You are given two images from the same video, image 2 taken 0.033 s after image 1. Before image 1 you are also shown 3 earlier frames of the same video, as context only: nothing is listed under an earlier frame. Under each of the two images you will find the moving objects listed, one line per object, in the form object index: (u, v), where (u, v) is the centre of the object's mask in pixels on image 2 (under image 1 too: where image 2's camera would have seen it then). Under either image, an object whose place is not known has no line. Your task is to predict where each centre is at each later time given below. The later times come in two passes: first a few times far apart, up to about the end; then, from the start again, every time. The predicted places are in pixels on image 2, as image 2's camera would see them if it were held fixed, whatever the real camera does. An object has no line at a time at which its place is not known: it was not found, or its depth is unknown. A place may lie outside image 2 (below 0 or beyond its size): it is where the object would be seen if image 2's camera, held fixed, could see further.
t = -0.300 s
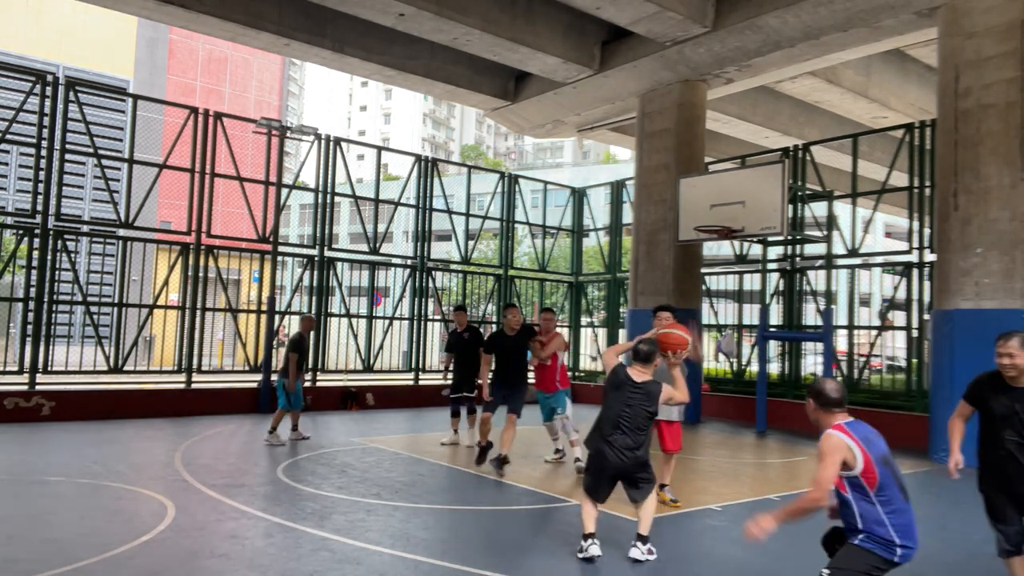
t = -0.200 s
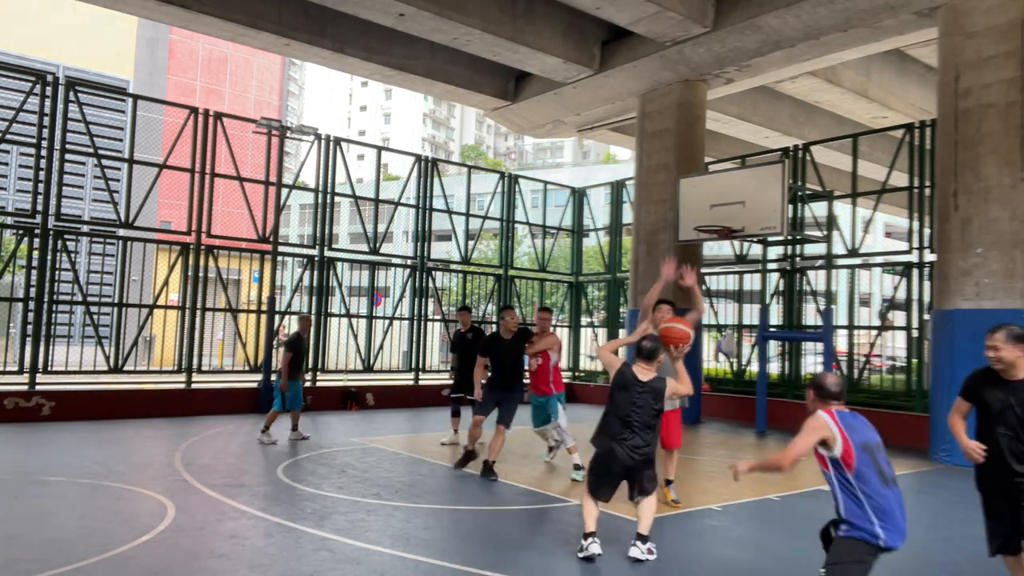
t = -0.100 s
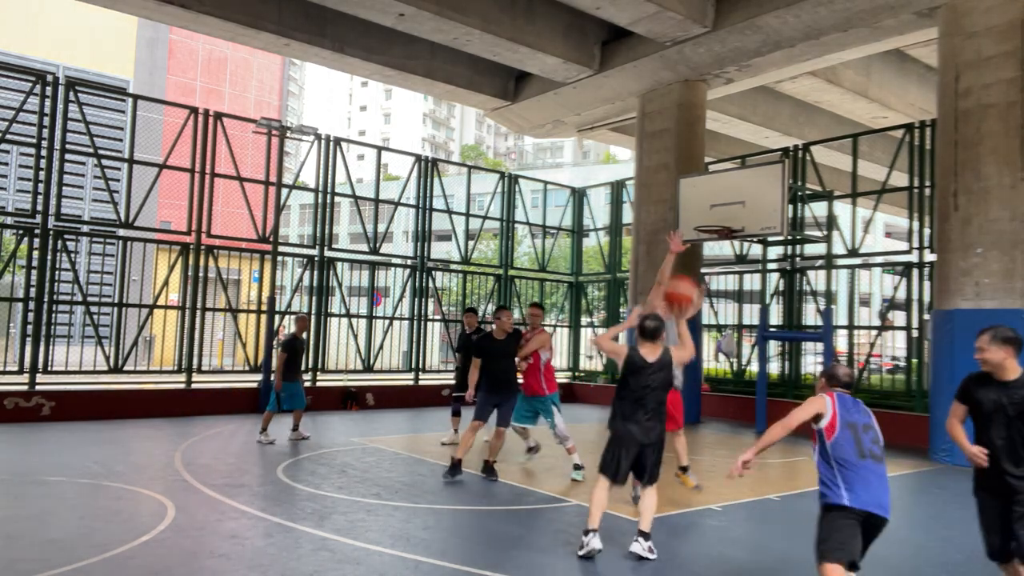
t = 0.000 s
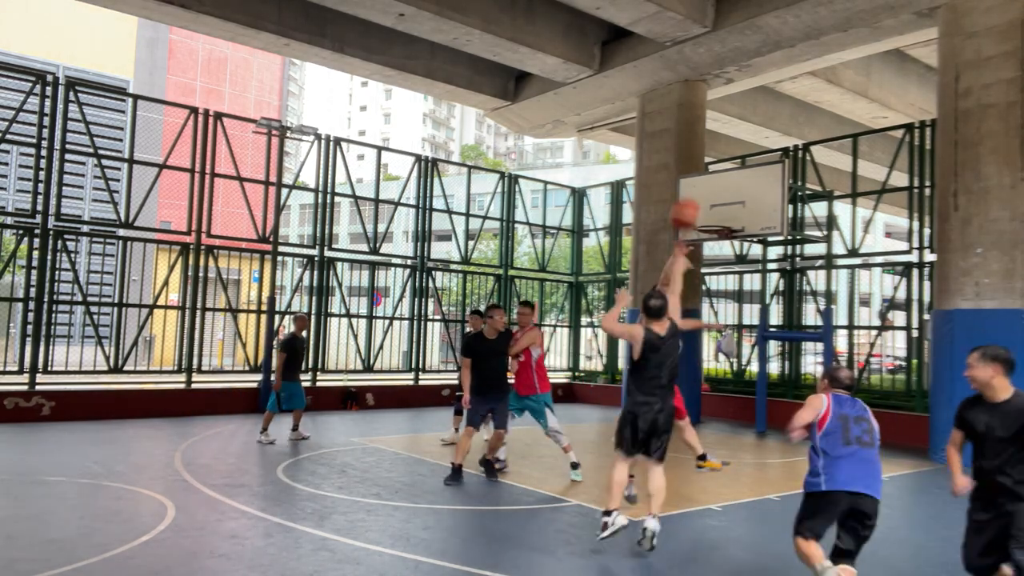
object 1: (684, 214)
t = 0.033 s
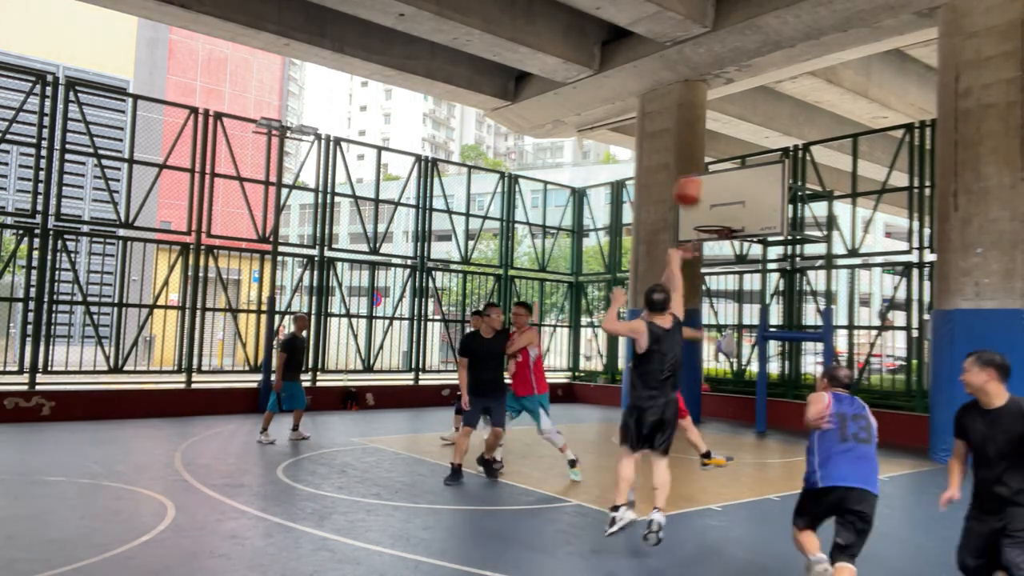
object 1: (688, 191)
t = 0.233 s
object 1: (707, 96)
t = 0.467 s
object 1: (722, 55)
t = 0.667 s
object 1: (731, 69)
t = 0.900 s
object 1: (740, 127)
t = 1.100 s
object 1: (745, 207)
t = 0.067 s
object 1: (692, 170)
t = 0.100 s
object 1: (695, 151)
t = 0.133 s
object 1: (698, 136)
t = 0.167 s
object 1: (702, 121)
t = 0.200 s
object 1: (704, 107)
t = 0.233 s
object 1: (707, 96)
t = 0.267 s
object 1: (709, 85)
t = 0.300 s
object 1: (712, 77)
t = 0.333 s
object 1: (715, 69)
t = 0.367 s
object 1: (716, 64)
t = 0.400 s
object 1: (718, 60)
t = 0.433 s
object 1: (720, 57)
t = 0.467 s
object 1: (722, 55)
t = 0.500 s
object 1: (724, 55)
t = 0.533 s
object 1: (726, 56)
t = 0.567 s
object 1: (728, 58)
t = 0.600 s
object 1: (729, 61)
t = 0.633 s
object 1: (730, 64)
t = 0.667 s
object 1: (731, 69)
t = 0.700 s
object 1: (733, 75)
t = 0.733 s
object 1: (735, 81)
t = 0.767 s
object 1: (735, 89)
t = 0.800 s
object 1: (737, 97)
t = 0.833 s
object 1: (738, 107)
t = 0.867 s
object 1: (739, 116)
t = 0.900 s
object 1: (740, 127)
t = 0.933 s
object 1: (741, 139)
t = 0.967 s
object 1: (742, 151)
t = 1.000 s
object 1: (743, 164)
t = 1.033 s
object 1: (744, 177)
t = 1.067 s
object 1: (744, 192)
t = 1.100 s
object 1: (745, 207)
